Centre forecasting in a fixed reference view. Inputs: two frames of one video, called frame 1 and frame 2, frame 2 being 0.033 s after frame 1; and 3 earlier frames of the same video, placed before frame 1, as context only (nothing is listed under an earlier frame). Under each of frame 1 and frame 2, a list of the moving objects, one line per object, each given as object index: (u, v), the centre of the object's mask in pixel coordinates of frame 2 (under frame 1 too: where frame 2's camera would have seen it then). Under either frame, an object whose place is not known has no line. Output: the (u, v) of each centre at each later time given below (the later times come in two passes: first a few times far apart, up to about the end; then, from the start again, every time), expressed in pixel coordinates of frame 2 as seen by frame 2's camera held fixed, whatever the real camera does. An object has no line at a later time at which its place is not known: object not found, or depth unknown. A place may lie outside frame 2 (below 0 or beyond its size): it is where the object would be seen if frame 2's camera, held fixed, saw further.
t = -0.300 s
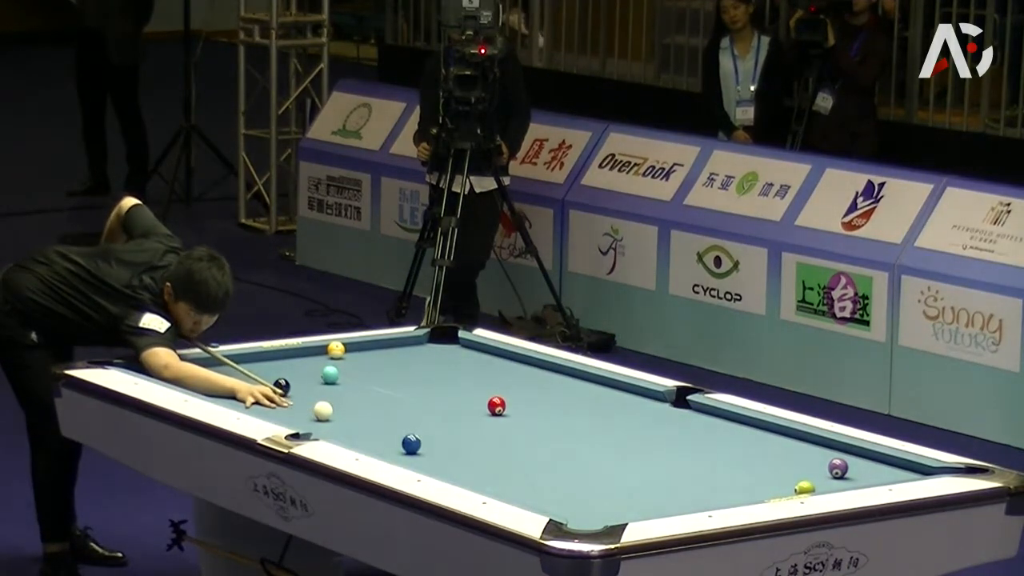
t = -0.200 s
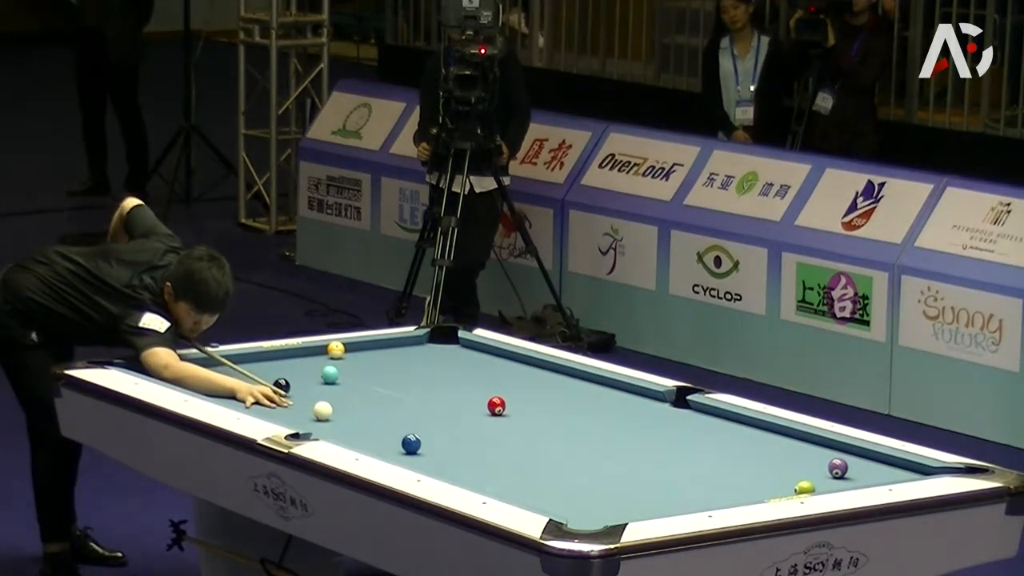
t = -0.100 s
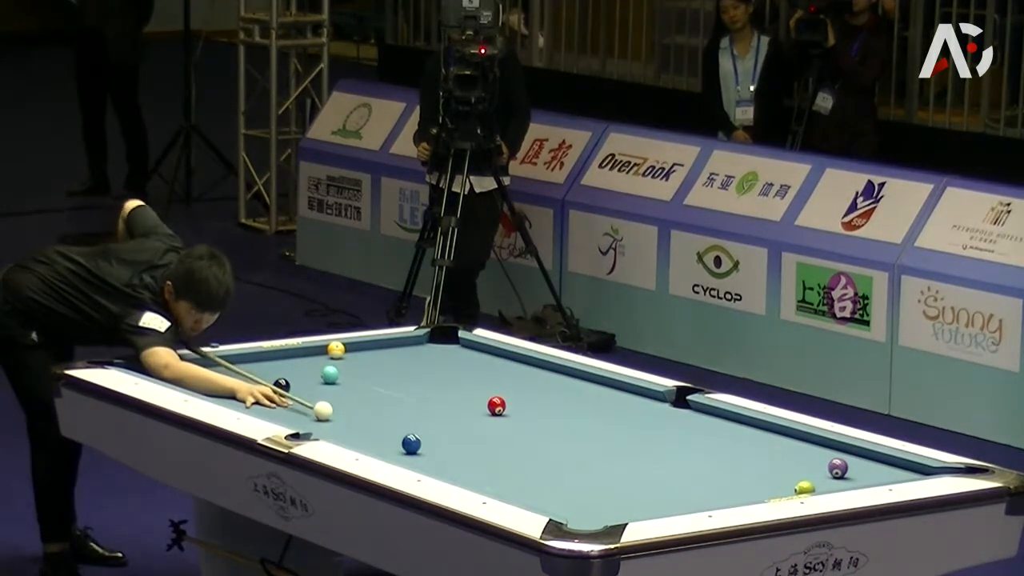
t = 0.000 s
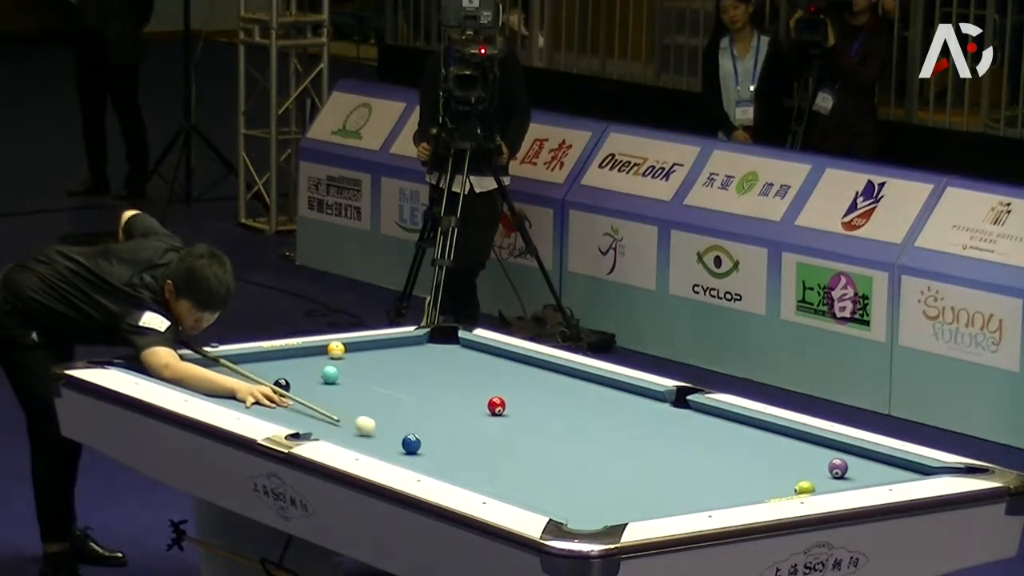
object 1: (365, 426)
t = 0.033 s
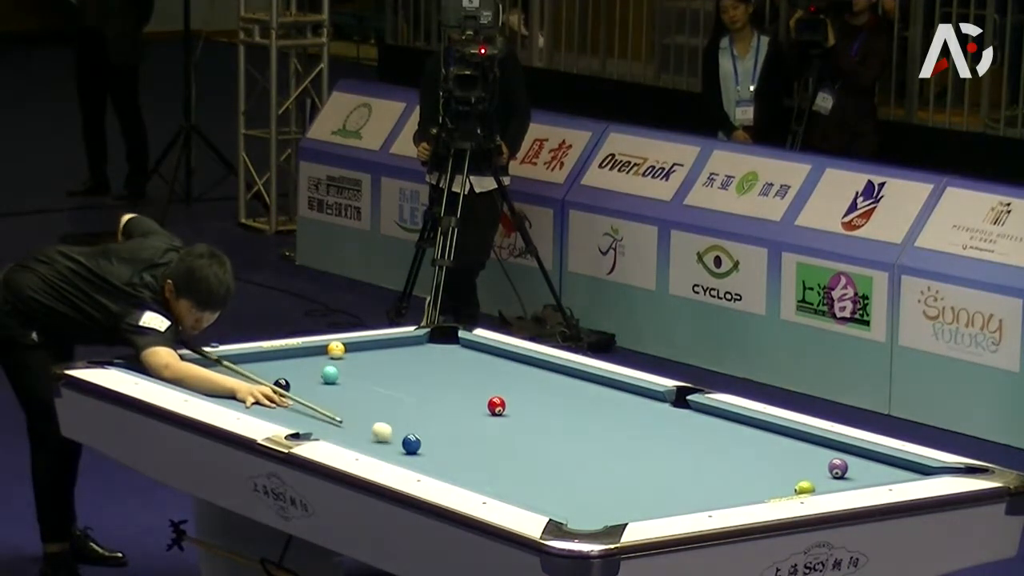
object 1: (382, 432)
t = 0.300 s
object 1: (418, 439)
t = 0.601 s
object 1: (435, 438)
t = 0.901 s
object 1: (450, 437)
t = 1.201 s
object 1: (464, 437)
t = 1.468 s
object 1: (474, 436)
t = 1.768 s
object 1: (483, 436)
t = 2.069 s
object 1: (490, 435)
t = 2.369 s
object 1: (495, 435)
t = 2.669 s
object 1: (498, 435)
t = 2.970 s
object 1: (499, 435)
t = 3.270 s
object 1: (498, 435)
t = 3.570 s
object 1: (498, 435)
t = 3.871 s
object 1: (498, 435)
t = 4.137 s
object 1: (498, 435)
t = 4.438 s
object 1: (498, 435)
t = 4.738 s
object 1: (498, 435)
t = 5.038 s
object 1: (498, 435)
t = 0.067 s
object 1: (396, 437)
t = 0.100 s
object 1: (405, 439)
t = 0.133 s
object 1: (407, 440)
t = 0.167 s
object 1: (410, 440)
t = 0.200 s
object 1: (412, 440)
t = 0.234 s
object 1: (414, 439)
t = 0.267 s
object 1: (416, 439)
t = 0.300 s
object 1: (418, 439)
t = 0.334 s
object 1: (420, 439)
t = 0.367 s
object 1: (422, 439)
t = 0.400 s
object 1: (424, 439)
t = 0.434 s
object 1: (426, 439)
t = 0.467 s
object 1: (428, 438)
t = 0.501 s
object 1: (430, 438)
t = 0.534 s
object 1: (432, 438)
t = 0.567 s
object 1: (434, 438)
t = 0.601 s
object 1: (435, 438)
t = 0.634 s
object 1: (437, 438)
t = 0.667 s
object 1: (439, 438)
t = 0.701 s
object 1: (441, 438)
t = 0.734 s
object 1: (442, 437)
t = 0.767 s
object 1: (444, 437)
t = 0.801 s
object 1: (446, 437)
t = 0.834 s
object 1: (447, 437)
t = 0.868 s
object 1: (449, 437)
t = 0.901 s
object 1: (450, 437)
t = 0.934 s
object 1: (452, 437)
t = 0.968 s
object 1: (454, 437)
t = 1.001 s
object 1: (455, 437)
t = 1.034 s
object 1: (457, 437)
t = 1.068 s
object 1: (458, 437)
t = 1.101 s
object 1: (460, 437)
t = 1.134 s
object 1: (461, 437)
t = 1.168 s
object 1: (462, 437)
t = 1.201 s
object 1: (464, 437)
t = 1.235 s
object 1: (465, 436)
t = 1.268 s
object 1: (466, 436)
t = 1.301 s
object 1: (468, 436)
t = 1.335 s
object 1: (469, 436)
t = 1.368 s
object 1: (470, 436)
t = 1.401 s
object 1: (471, 436)
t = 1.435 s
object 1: (473, 436)
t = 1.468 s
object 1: (474, 436)
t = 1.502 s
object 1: (475, 436)
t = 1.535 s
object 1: (476, 436)
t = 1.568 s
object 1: (477, 436)
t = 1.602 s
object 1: (478, 435)
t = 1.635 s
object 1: (479, 436)
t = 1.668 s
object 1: (480, 435)
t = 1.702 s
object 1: (481, 435)
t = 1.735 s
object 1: (482, 436)
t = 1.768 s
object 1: (483, 436)
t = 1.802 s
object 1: (484, 435)
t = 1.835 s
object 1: (485, 435)
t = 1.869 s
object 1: (486, 435)
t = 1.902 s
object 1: (486, 435)
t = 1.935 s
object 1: (487, 435)
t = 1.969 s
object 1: (488, 435)
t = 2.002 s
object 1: (488, 435)
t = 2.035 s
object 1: (489, 435)
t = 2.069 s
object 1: (490, 435)
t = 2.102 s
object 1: (491, 435)
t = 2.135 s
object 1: (491, 435)
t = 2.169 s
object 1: (492, 435)
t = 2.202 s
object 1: (492, 435)
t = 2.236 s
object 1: (493, 435)
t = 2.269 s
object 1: (493, 435)
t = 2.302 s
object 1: (494, 435)
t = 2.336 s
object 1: (495, 435)
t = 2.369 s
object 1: (495, 435)
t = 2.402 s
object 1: (495, 435)
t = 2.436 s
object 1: (496, 435)
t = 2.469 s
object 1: (496, 435)
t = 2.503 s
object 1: (497, 435)
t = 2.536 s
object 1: (497, 435)
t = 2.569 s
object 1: (497, 435)
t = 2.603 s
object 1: (498, 435)
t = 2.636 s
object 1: (498, 435)
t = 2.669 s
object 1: (498, 435)
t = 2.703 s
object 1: (498, 435)
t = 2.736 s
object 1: (498, 435)
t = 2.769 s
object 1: (498, 435)
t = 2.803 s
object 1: (499, 435)
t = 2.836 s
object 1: (499, 435)
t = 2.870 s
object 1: (499, 435)
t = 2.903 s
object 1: (499, 435)
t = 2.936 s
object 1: (499, 435)
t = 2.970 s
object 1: (499, 435)
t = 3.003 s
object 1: (499, 435)
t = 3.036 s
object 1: (499, 435)
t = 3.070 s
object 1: (498, 435)
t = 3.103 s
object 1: (499, 435)
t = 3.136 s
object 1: (499, 435)
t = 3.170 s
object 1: (498, 434)
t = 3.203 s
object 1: (498, 435)
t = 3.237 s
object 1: (498, 435)
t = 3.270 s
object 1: (498, 435)
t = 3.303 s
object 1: (498, 435)
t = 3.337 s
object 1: (498, 435)
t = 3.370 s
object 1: (498, 435)
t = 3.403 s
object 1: (498, 435)
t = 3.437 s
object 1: (498, 435)
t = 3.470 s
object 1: (498, 435)
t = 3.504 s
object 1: (498, 435)
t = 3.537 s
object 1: (498, 434)
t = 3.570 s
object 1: (498, 435)
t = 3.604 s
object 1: (498, 435)
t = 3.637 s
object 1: (498, 435)
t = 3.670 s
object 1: (498, 435)
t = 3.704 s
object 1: (498, 435)
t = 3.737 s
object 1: (498, 435)
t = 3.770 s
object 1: (498, 435)
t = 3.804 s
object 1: (498, 435)
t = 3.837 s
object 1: (498, 435)
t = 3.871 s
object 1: (498, 435)
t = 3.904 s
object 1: (498, 435)
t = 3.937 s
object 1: (498, 435)
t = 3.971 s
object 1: (498, 435)
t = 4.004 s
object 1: (498, 435)
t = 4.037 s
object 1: (498, 435)
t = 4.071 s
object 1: (498, 435)
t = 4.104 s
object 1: (498, 435)
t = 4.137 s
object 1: (498, 435)
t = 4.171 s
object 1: (498, 435)
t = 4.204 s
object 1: (498, 435)
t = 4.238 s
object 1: (498, 435)
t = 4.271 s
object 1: (498, 435)
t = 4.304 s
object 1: (498, 435)
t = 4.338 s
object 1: (498, 435)
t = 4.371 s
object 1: (498, 435)
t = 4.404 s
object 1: (498, 435)
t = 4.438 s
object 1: (498, 435)
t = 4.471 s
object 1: (498, 435)
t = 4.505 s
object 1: (498, 435)
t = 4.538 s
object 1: (498, 435)
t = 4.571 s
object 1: (498, 435)
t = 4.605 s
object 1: (498, 435)
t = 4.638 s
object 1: (498, 435)
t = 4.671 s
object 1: (498, 435)
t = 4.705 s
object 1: (498, 435)
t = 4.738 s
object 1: (498, 435)
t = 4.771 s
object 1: (498, 435)
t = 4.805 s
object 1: (498, 435)
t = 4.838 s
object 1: (498, 435)
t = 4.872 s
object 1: (498, 435)
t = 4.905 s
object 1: (498, 435)
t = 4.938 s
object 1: (498, 435)
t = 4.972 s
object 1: (498, 435)
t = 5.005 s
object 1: (498, 435)
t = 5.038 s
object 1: (498, 435)
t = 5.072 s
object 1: (498, 435)
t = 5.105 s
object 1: (498, 435)
